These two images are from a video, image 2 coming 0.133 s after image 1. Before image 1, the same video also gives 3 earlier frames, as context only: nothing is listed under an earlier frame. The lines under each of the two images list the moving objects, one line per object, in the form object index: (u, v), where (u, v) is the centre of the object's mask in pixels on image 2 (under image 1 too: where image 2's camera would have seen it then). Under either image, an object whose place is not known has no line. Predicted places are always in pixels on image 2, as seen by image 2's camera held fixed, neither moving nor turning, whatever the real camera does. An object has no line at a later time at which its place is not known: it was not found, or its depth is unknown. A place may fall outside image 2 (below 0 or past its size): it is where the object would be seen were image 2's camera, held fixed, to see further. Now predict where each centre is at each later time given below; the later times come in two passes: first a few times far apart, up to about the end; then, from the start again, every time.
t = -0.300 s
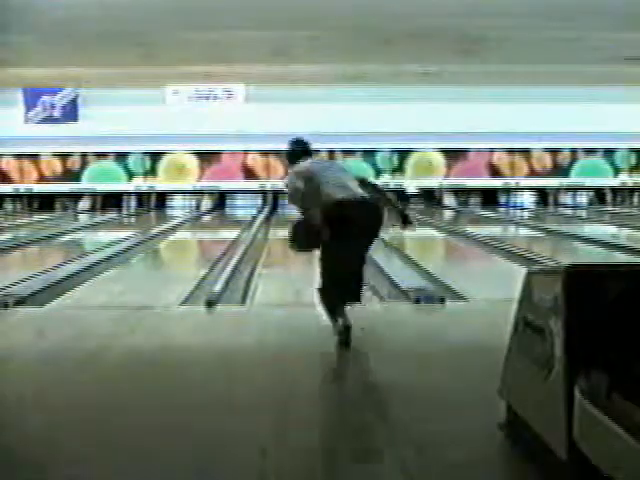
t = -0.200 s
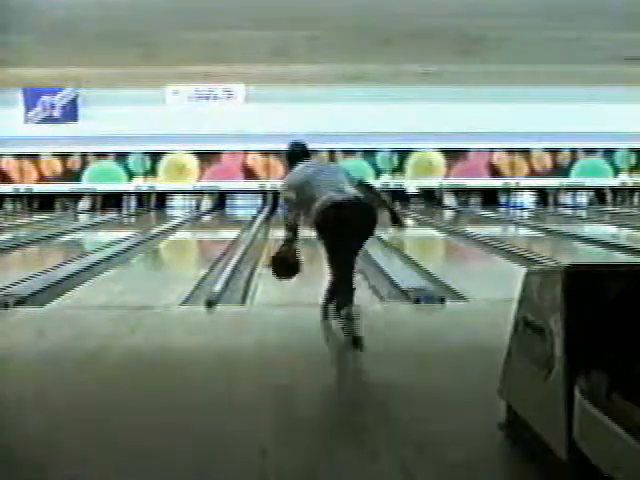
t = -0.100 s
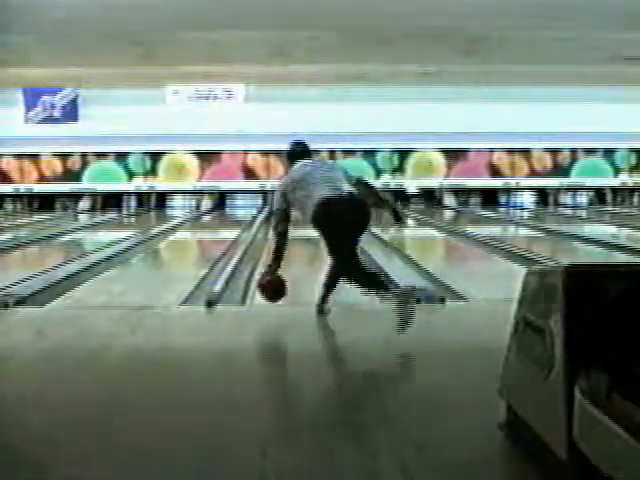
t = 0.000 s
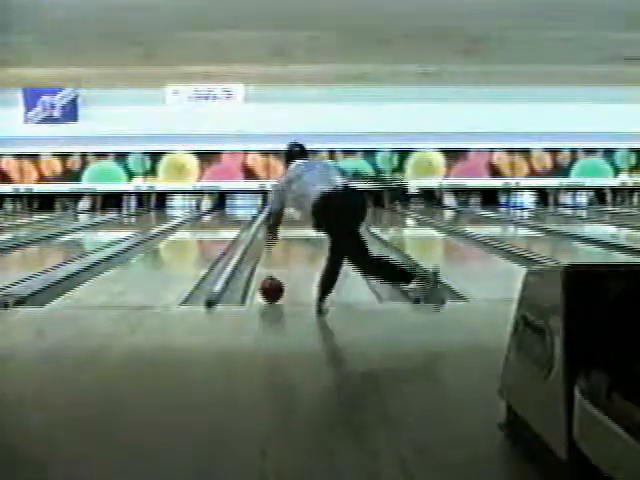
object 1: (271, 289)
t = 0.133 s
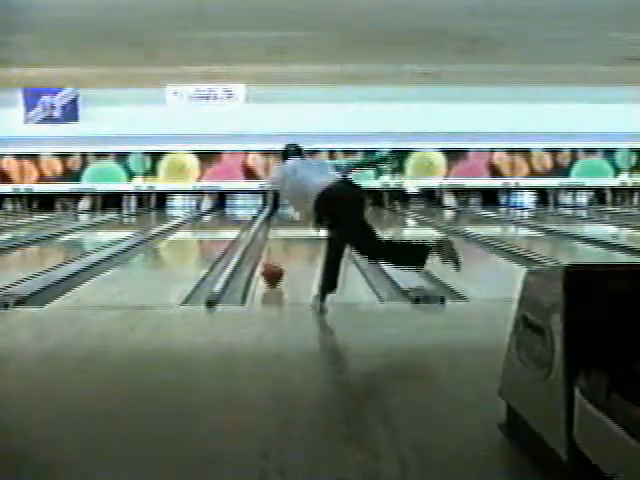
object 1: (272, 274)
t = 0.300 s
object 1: (273, 262)
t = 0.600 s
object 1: (274, 246)
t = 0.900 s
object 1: (275, 236)
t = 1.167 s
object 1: (278, 231)
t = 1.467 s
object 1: (278, 222)
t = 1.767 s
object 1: (280, 220)
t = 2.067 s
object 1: (283, 216)
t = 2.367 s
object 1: (284, 213)
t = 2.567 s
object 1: (289, 211)
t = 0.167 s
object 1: (272, 271)
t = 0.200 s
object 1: (272, 268)
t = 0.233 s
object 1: (272, 266)
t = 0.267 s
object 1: (273, 264)
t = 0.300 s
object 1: (273, 262)
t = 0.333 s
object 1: (273, 256)
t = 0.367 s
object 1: (273, 255)
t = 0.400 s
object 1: (273, 253)
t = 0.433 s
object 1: (273, 254)
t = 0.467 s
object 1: (273, 252)
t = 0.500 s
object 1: (274, 250)
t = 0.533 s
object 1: (274, 247)
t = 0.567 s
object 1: (274, 247)
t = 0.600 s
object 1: (274, 246)
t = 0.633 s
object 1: (274, 245)
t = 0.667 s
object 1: (275, 243)
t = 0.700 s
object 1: (275, 242)
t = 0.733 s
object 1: (275, 241)
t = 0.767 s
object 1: (275, 240)
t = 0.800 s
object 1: (275, 238)
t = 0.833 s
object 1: (276, 236)
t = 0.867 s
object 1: (276, 236)
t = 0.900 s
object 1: (275, 236)
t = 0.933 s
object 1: (276, 236)
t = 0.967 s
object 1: (276, 232)
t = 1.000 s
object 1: (276, 232)
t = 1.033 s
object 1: (276, 232)
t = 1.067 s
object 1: (276, 232)
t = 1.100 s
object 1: (276, 231)
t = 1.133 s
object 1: (278, 231)
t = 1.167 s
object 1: (278, 231)
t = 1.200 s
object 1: (278, 229)
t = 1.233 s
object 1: (278, 229)
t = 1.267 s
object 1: (278, 229)
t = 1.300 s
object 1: (278, 229)
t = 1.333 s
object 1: (279, 226)
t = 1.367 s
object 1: (277, 226)
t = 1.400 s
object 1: (278, 222)
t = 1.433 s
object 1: (278, 223)
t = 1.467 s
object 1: (278, 222)
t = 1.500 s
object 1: (278, 222)
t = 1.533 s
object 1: (278, 222)
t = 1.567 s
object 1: (277, 220)
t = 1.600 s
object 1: (278, 220)
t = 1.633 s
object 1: (278, 219)
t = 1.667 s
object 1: (278, 219)
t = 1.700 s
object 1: (281, 221)
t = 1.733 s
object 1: (281, 220)
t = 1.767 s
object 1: (280, 220)
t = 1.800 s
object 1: (281, 220)
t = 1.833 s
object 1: (279, 218)
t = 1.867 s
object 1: (279, 218)
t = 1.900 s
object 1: (281, 217)
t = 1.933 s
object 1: (282, 216)
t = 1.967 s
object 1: (281, 217)
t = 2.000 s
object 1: (283, 216)
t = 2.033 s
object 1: (283, 216)
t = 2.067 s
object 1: (283, 216)
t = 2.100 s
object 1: (283, 216)
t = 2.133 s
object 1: (283, 216)
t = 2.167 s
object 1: (283, 216)
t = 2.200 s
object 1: (283, 215)
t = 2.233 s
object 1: (283, 215)
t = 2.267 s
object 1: (284, 214)
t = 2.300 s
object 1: (284, 213)
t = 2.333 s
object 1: (285, 213)
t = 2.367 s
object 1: (284, 213)
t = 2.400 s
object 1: (284, 213)
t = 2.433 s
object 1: (289, 211)
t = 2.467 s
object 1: (289, 211)
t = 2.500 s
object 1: (288, 211)
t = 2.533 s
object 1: (289, 210)
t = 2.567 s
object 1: (289, 211)
